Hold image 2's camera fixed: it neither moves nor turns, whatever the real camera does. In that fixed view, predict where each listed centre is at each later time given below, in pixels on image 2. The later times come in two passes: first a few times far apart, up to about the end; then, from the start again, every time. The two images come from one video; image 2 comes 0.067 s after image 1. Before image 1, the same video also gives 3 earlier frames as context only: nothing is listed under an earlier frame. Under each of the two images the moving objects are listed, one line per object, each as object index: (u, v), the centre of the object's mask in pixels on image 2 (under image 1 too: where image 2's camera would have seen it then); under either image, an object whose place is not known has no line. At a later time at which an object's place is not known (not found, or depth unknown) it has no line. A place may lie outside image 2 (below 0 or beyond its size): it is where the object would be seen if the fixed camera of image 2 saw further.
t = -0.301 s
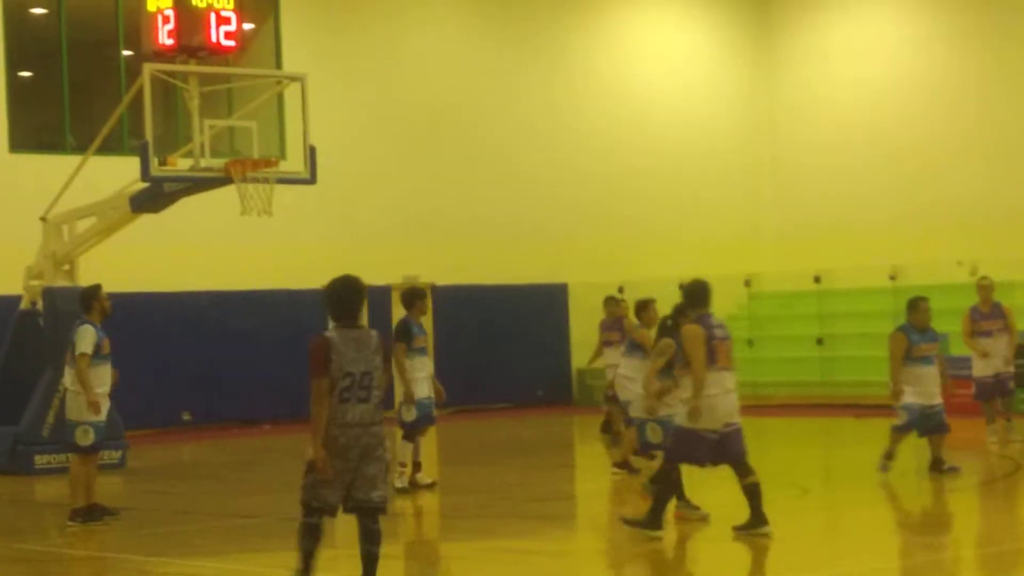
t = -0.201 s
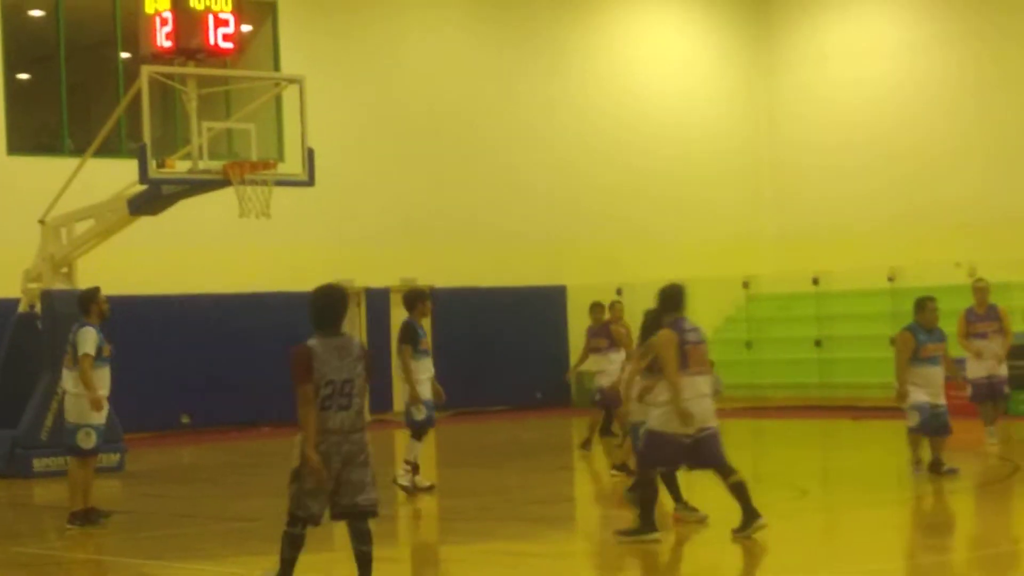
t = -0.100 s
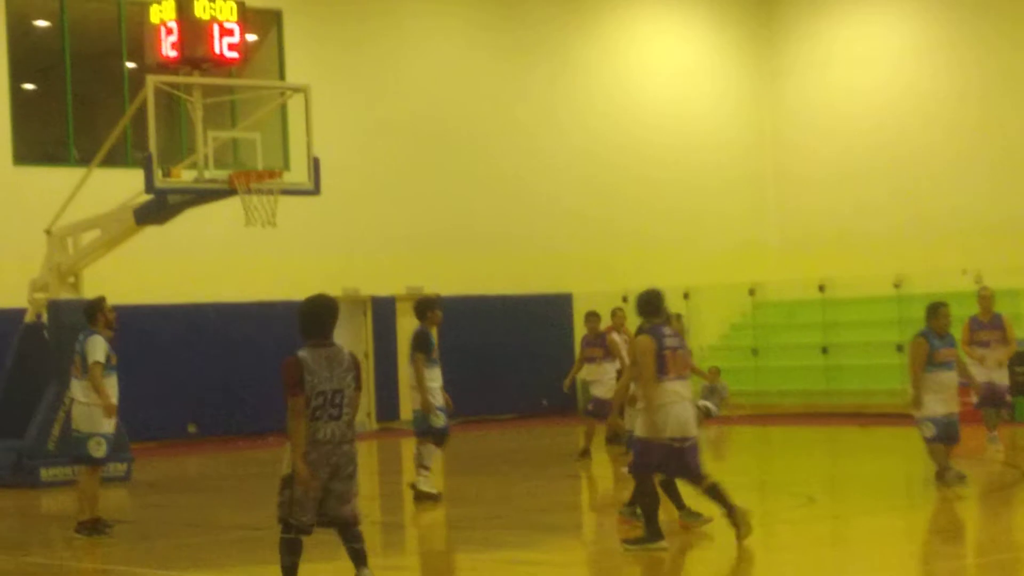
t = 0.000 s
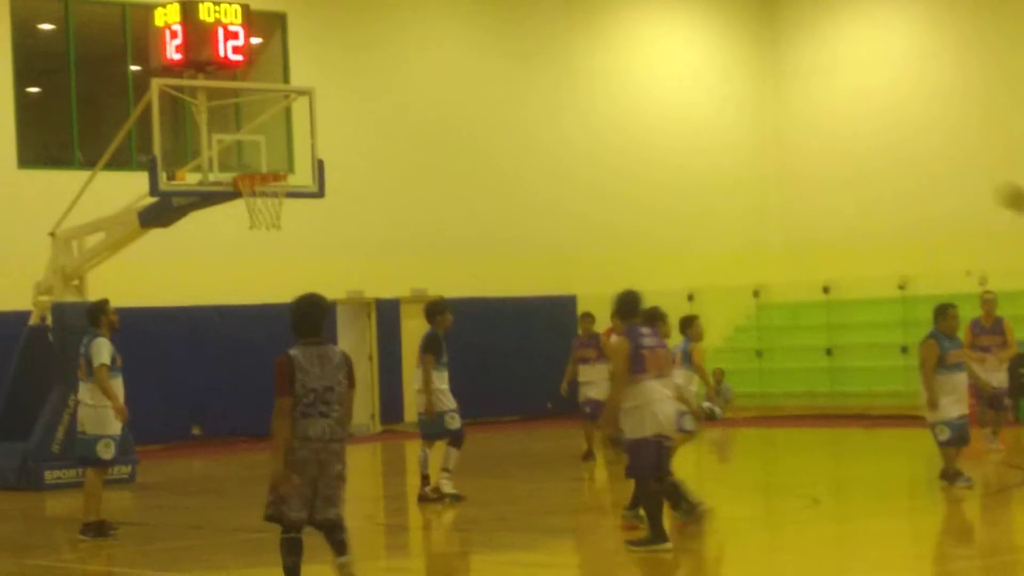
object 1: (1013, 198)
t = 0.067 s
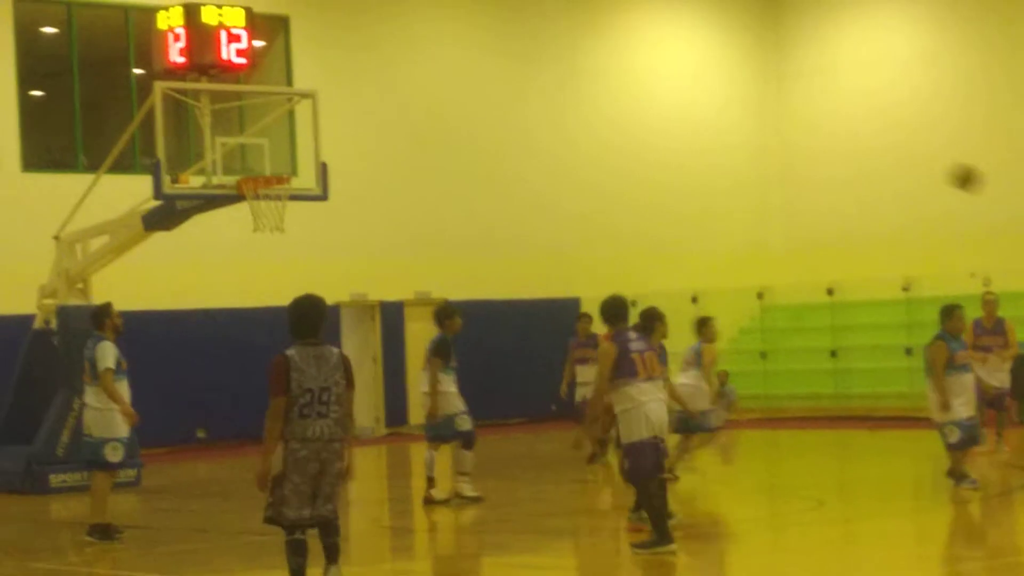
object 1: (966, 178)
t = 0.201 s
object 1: (863, 151)
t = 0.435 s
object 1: (707, 147)
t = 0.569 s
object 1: (628, 167)
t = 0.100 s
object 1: (938, 169)
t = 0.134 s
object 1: (912, 161)
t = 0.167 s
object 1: (888, 154)
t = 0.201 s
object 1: (863, 151)
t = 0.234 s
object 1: (839, 147)
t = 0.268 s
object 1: (815, 143)
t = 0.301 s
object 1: (792, 142)
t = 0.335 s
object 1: (771, 142)
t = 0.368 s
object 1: (749, 142)
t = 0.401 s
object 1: (728, 144)
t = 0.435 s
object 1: (707, 147)
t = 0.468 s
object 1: (686, 150)
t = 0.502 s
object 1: (666, 154)
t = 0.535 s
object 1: (647, 161)
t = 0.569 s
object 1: (628, 167)
